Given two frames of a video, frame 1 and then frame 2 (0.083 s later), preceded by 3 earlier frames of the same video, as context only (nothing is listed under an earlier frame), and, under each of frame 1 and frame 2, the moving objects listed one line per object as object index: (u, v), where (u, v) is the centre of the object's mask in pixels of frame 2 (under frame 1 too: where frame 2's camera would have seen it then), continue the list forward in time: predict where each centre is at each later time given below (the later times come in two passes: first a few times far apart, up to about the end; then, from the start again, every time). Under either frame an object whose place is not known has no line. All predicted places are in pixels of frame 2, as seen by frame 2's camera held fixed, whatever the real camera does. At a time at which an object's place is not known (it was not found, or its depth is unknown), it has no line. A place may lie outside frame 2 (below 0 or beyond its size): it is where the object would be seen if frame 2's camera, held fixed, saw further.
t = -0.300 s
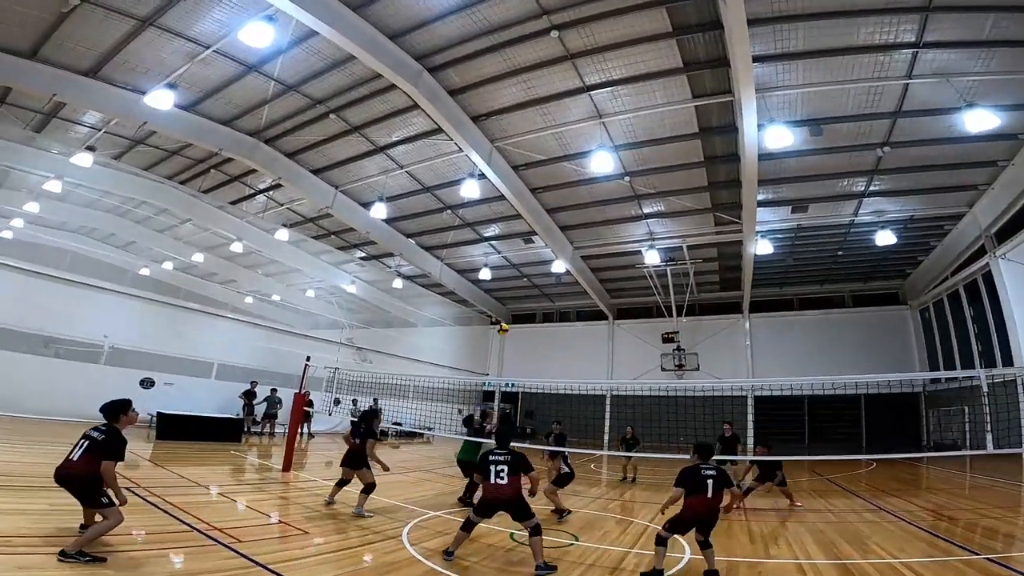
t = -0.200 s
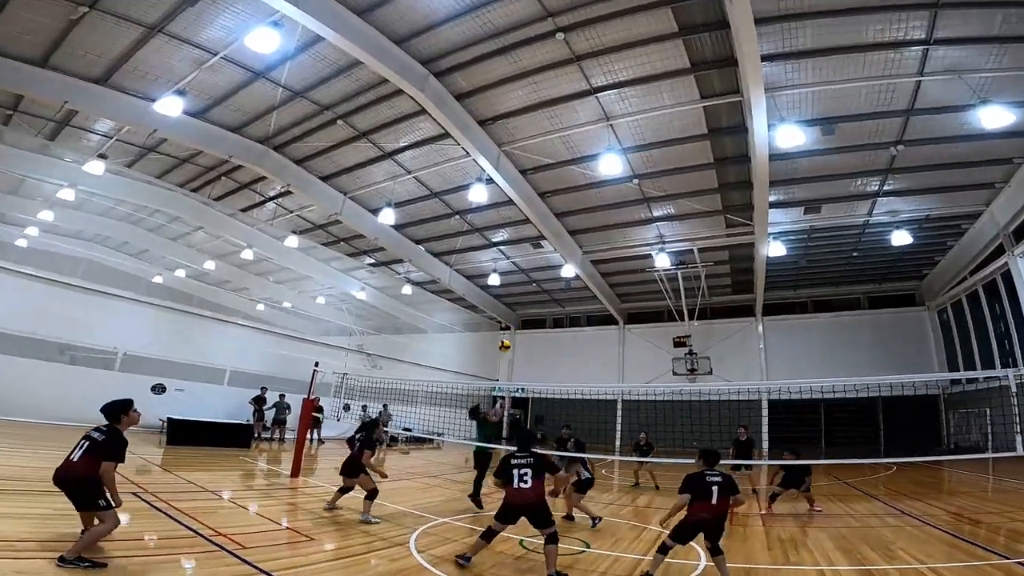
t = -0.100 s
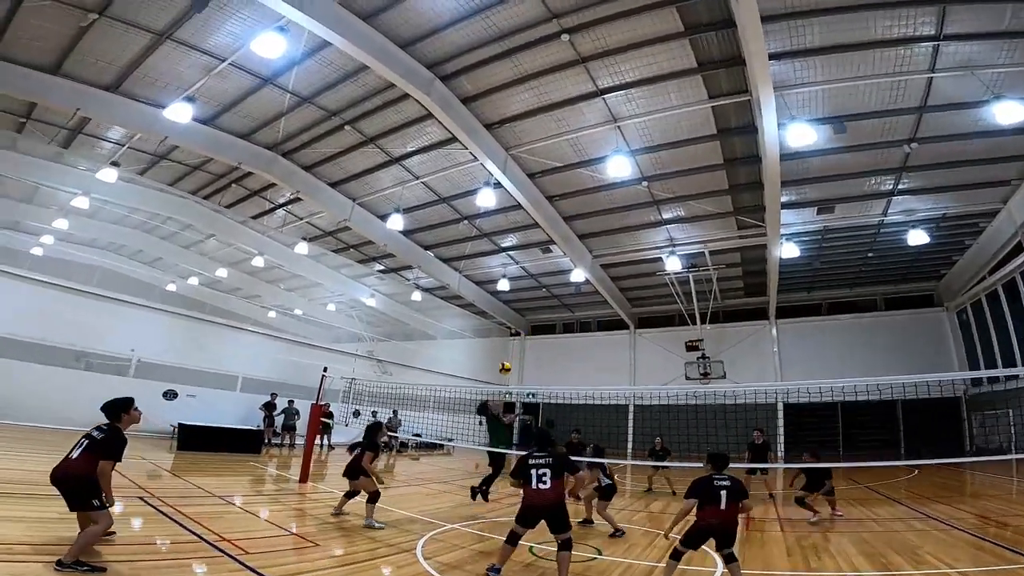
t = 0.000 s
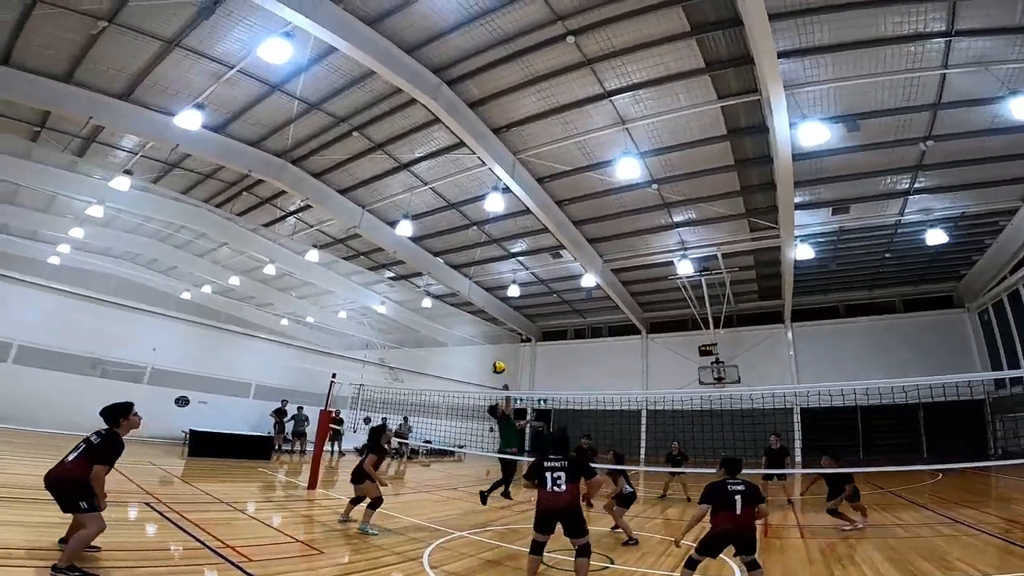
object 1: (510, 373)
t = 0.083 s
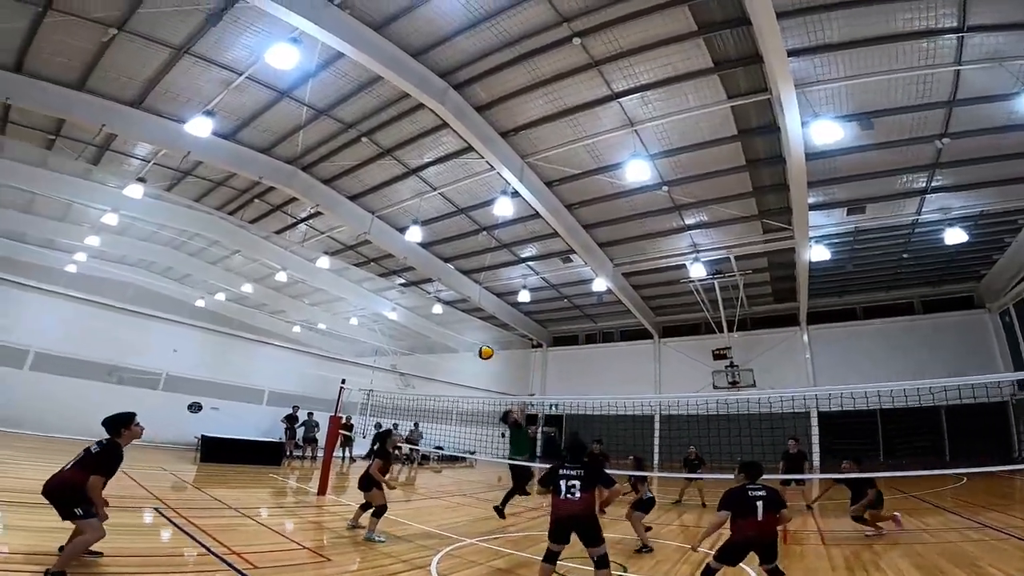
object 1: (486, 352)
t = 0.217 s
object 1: (441, 322)
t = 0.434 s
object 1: (327, 281)
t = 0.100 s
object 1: (480, 348)
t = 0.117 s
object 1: (475, 344)
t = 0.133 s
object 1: (470, 341)
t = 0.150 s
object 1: (464, 337)
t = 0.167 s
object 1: (459, 333)
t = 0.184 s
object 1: (453, 329)
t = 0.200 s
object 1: (447, 325)
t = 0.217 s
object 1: (441, 322)
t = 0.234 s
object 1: (434, 319)
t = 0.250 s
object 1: (428, 315)
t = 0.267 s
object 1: (421, 311)
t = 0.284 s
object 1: (414, 308)
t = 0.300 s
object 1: (406, 305)
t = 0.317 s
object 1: (398, 301)
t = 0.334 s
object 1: (390, 297)
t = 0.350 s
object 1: (381, 294)
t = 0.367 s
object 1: (371, 291)
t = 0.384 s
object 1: (361, 288)
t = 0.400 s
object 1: (351, 285)
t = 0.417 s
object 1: (340, 283)
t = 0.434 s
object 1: (327, 281)
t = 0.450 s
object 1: (313, 279)
